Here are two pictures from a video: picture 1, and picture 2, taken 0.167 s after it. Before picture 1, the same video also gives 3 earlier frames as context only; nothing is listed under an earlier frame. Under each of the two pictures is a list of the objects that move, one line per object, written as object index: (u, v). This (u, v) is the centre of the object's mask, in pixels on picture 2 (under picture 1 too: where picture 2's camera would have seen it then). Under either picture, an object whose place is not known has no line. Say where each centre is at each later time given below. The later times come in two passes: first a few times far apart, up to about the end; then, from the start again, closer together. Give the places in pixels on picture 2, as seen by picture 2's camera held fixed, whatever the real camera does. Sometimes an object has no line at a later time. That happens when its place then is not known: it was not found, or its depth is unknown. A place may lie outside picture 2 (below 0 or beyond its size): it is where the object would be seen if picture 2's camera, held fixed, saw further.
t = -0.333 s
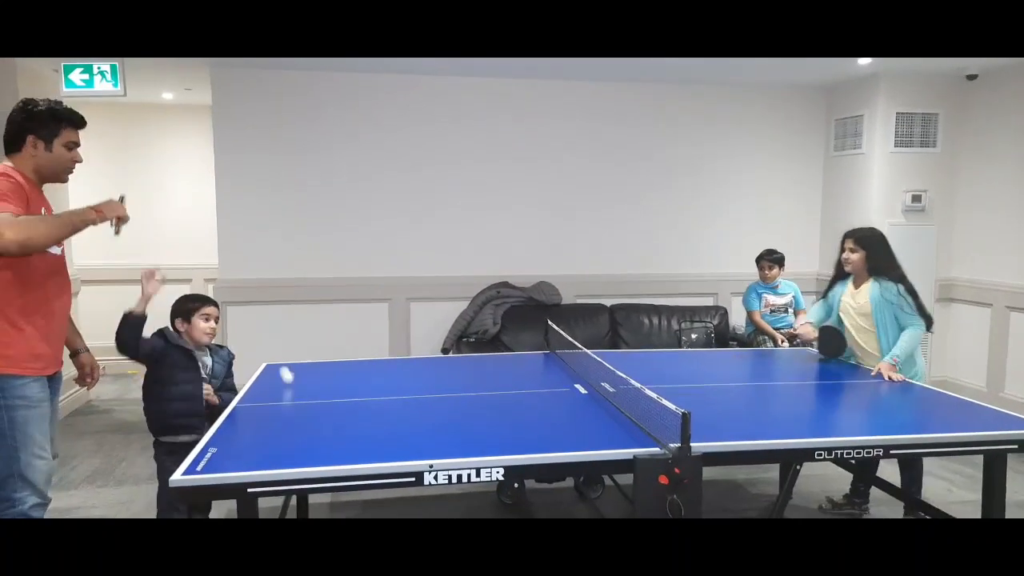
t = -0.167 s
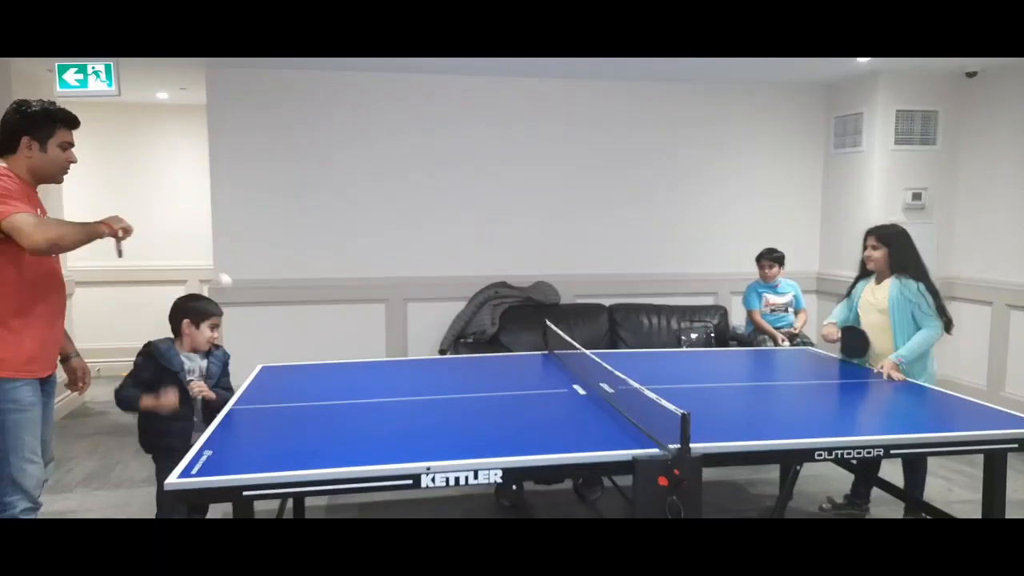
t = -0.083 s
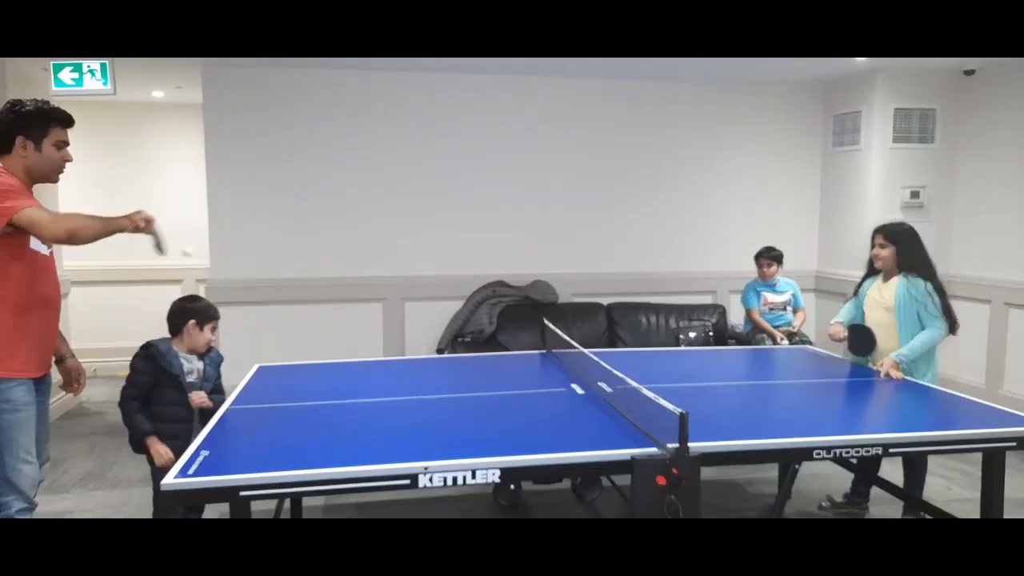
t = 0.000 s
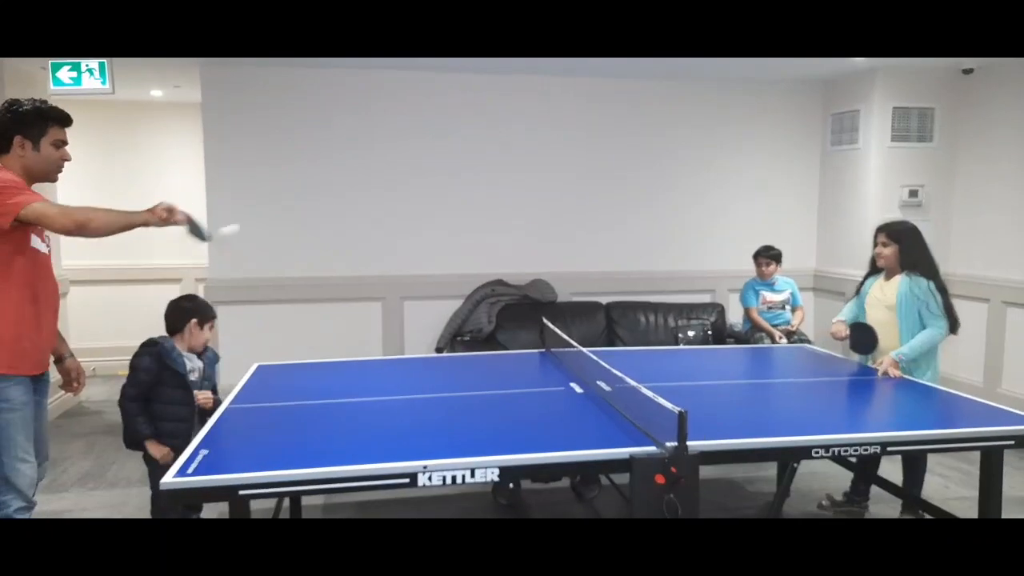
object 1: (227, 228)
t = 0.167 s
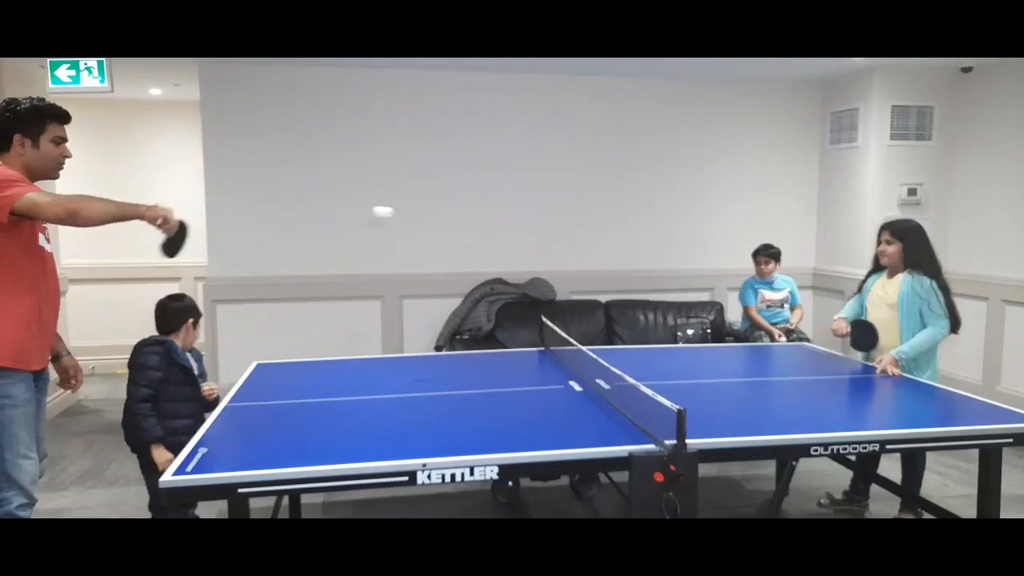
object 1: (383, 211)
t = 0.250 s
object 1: (467, 232)
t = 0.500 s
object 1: (637, 356)
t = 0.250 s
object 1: (467, 232)
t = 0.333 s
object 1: (519, 257)
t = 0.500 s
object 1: (637, 356)
